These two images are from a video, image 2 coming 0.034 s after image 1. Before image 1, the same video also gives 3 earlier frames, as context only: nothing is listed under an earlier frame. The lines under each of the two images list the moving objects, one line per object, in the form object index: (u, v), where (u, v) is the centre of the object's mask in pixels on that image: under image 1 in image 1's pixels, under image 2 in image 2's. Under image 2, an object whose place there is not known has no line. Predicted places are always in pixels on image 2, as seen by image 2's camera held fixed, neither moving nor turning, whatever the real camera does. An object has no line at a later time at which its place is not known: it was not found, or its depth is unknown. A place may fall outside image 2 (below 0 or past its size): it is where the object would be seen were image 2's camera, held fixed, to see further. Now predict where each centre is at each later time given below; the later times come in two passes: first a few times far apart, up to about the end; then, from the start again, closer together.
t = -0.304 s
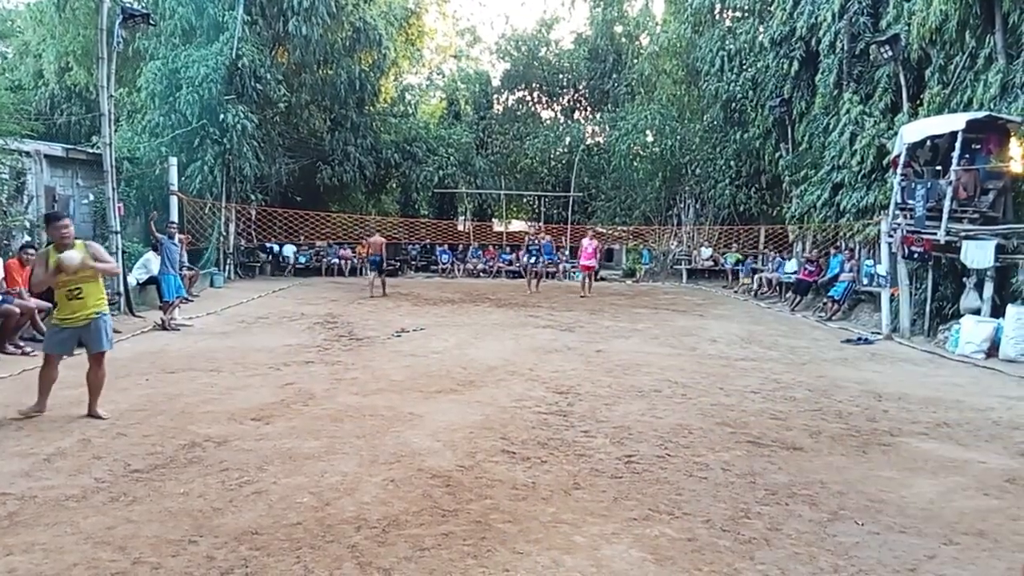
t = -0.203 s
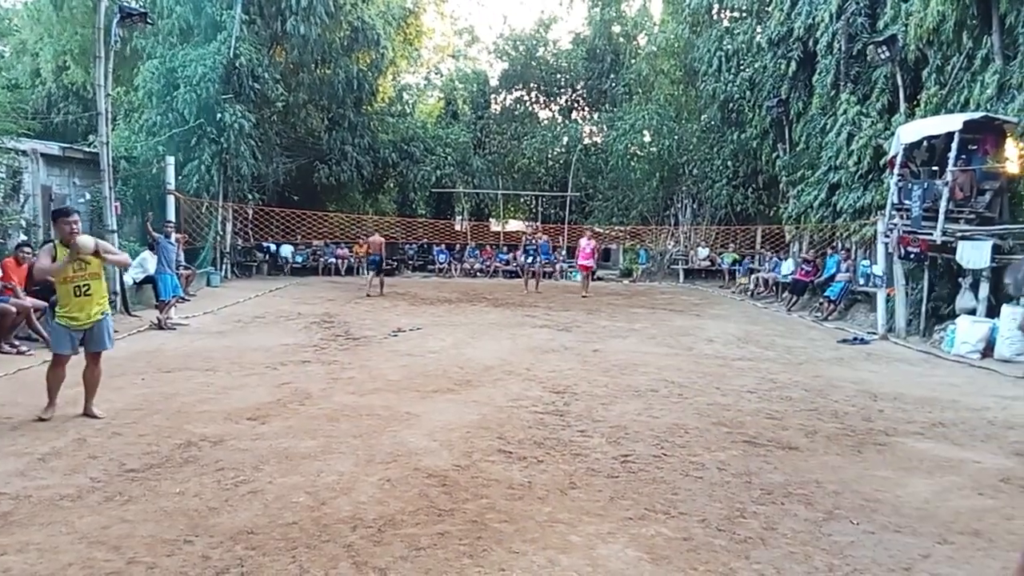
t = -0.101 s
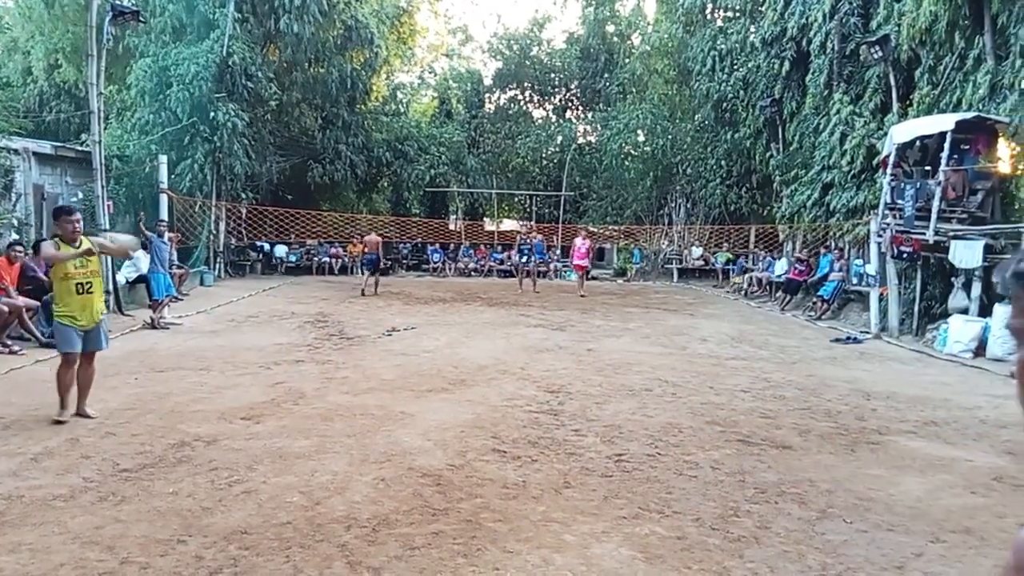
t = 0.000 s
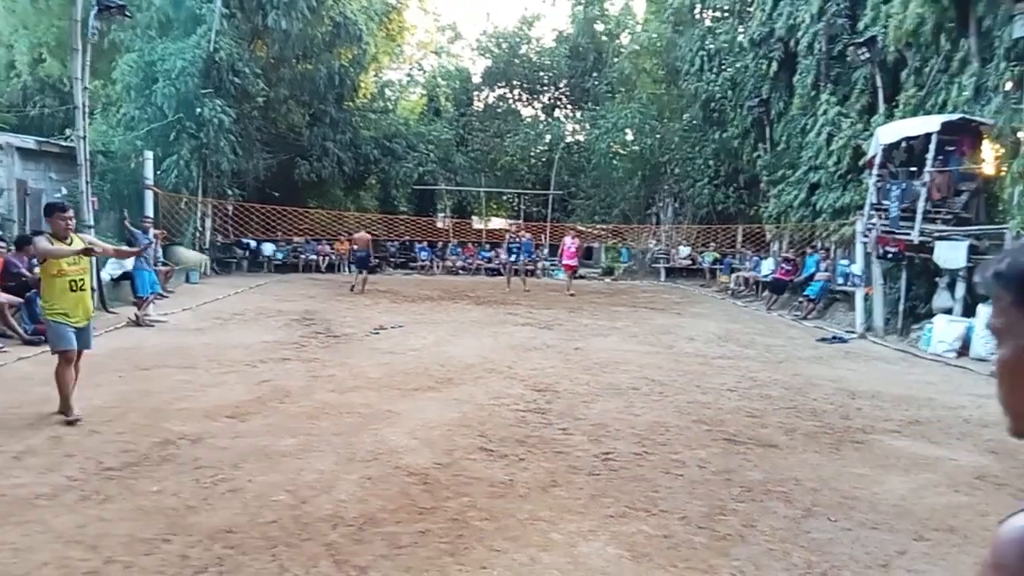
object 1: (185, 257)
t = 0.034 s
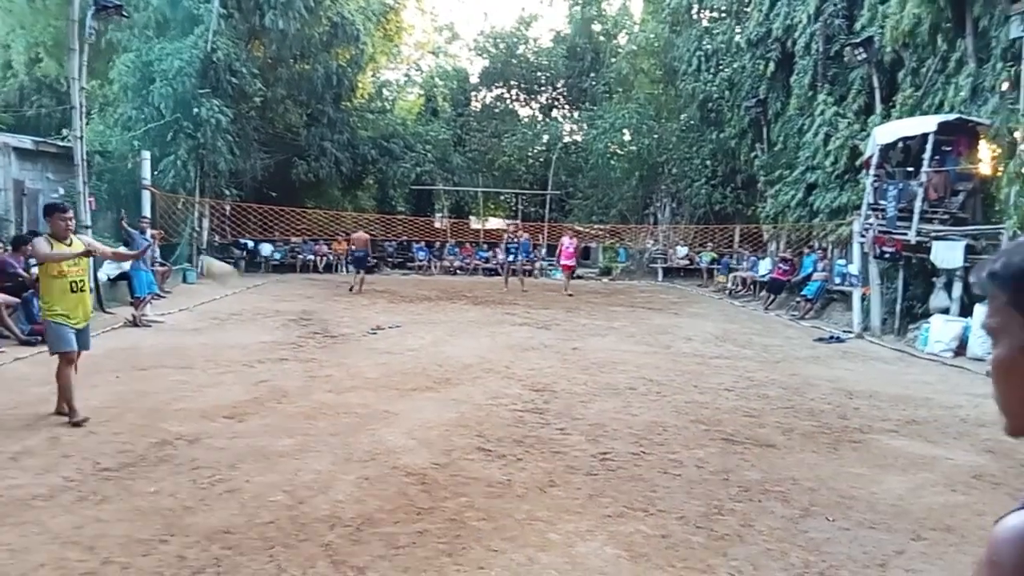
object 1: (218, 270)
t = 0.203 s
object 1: (377, 353)
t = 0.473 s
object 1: (615, 430)
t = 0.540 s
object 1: (657, 395)
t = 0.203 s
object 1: (377, 353)
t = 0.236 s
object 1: (411, 374)
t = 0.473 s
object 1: (615, 430)
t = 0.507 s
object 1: (635, 409)
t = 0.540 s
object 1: (657, 395)
